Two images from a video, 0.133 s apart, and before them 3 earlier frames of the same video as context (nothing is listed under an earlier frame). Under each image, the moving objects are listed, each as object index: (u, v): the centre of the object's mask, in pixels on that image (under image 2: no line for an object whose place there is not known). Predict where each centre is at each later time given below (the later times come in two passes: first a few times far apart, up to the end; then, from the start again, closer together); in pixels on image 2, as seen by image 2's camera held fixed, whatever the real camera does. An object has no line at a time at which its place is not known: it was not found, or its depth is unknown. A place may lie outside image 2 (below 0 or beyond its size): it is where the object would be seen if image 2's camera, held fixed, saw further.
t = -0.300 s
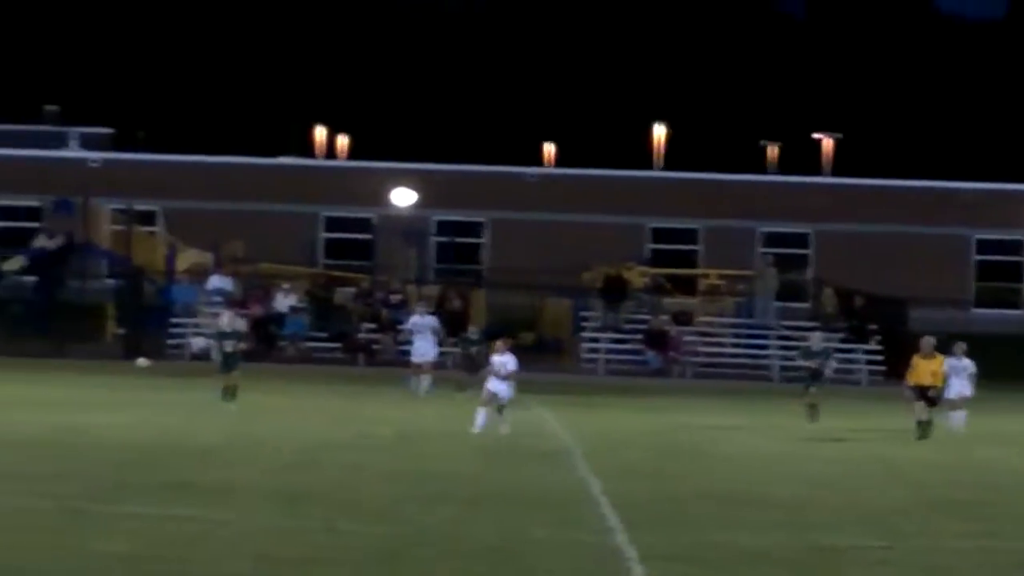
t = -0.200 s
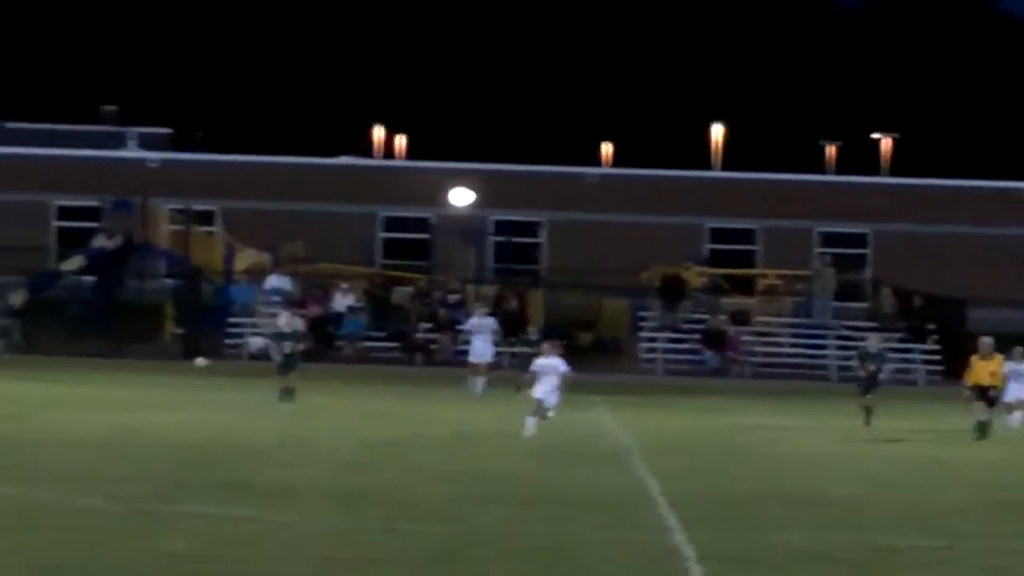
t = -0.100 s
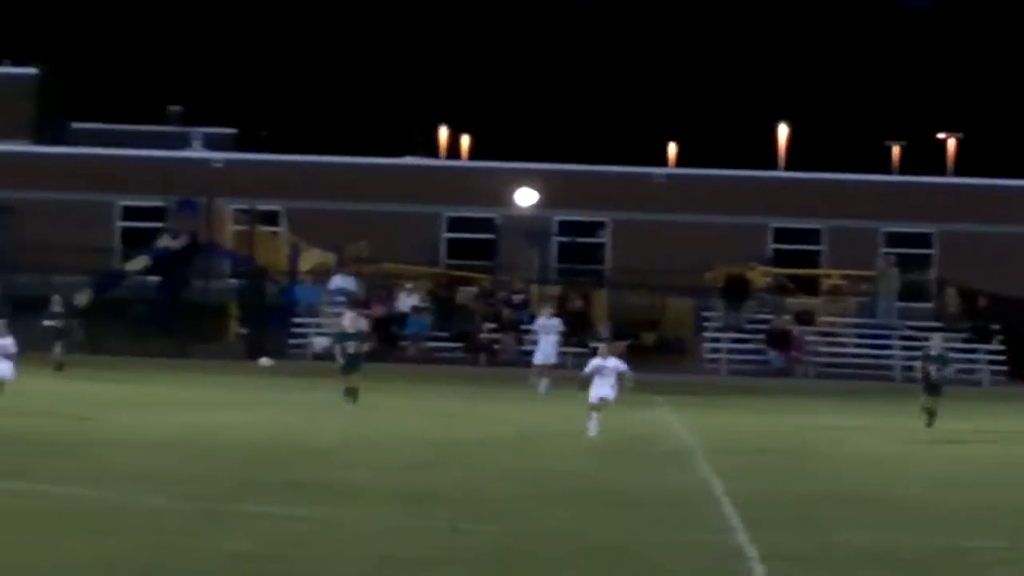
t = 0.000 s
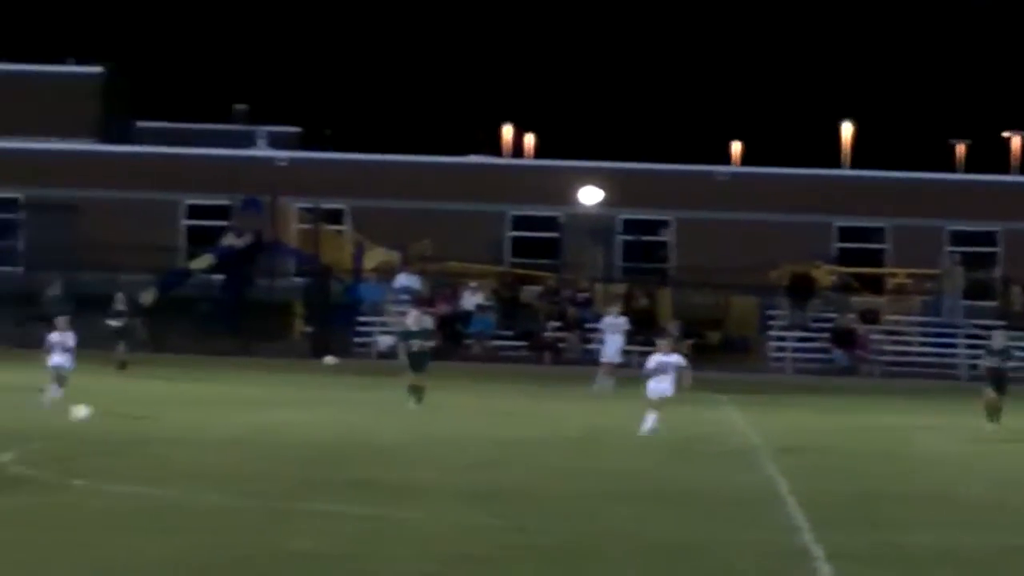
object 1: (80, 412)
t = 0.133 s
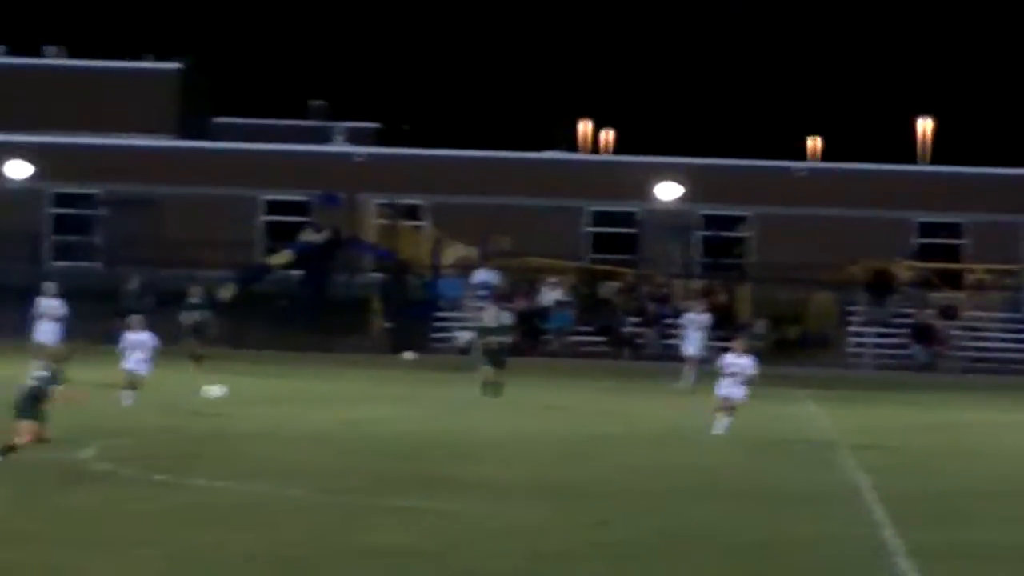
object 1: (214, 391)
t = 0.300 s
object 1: (283, 396)
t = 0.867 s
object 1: (505, 438)
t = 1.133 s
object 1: (590, 477)
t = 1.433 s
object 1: (700, 486)
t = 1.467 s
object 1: (712, 487)
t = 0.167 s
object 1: (227, 390)
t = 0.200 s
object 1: (240, 389)
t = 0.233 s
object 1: (254, 391)
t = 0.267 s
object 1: (268, 392)
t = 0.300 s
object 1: (283, 396)
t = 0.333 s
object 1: (298, 399)
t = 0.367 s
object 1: (312, 404)
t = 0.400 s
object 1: (327, 411)
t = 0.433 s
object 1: (341, 418)
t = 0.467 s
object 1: (359, 426)
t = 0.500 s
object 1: (374, 435)
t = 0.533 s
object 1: (390, 447)
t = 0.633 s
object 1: (431, 461)
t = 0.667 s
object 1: (442, 455)
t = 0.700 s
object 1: (452, 449)
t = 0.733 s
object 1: (461, 445)
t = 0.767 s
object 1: (472, 442)
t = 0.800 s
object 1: (483, 439)
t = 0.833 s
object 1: (495, 438)
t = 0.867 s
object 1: (505, 438)
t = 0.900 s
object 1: (516, 439)
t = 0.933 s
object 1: (526, 440)
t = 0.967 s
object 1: (537, 444)
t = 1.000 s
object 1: (548, 448)
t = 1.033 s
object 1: (558, 453)
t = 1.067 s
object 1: (569, 460)
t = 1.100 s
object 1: (579, 467)
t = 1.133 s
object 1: (590, 477)
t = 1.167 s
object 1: (603, 487)
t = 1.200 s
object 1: (614, 498)
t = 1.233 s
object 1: (627, 497)
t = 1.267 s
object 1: (638, 492)
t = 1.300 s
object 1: (650, 489)
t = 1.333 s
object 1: (663, 487)
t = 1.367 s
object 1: (674, 485)
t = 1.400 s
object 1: (687, 485)
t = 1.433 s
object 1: (700, 486)
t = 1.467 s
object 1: (712, 487)
